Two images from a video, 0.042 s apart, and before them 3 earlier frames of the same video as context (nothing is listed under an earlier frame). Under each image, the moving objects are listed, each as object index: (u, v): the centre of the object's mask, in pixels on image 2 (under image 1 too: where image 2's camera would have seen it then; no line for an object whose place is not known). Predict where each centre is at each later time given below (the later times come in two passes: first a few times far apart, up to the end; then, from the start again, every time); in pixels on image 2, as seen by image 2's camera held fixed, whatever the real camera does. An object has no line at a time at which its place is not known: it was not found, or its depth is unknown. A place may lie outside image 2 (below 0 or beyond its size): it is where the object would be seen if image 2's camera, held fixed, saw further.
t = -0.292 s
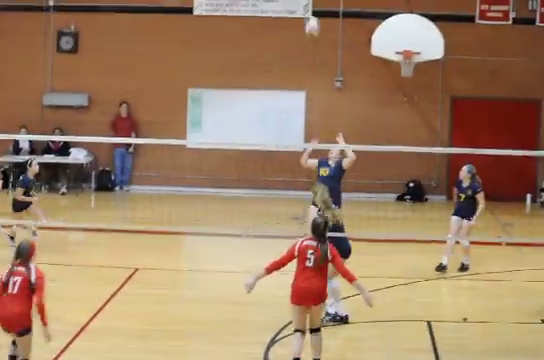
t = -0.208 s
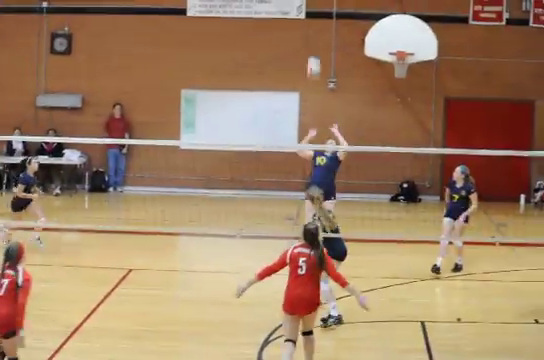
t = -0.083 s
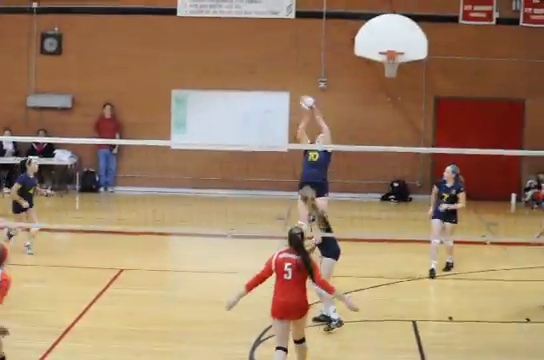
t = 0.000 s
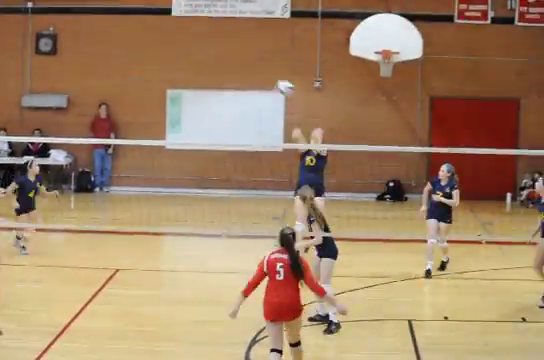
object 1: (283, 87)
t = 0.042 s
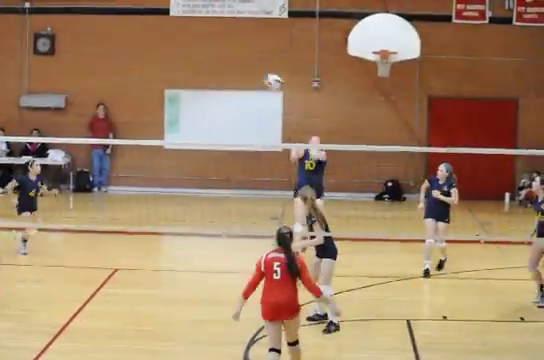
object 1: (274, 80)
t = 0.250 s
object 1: (222, 69)
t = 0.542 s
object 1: (143, 108)
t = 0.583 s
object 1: (128, 122)
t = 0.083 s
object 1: (263, 75)
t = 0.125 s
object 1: (254, 71)
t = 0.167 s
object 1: (244, 70)
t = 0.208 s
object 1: (232, 68)
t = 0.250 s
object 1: (222, 69)
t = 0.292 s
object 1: (211, 70)
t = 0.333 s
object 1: (201, 73)
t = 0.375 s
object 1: (191, 78)
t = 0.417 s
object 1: (179, 84)
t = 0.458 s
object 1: (168, 90)
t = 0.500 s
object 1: (155, 99)
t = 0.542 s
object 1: (143, 108)
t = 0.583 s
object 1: (128, 122)
